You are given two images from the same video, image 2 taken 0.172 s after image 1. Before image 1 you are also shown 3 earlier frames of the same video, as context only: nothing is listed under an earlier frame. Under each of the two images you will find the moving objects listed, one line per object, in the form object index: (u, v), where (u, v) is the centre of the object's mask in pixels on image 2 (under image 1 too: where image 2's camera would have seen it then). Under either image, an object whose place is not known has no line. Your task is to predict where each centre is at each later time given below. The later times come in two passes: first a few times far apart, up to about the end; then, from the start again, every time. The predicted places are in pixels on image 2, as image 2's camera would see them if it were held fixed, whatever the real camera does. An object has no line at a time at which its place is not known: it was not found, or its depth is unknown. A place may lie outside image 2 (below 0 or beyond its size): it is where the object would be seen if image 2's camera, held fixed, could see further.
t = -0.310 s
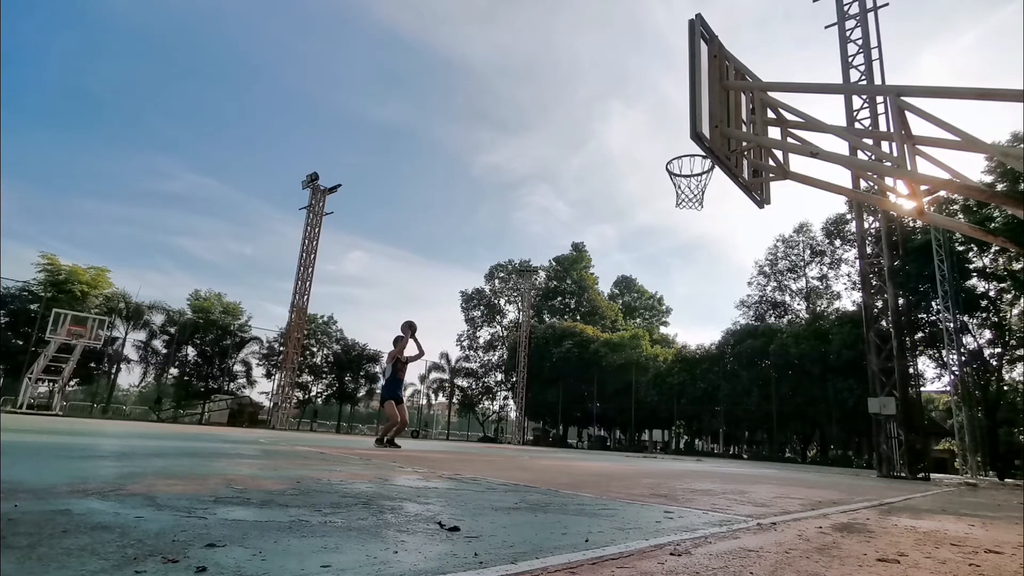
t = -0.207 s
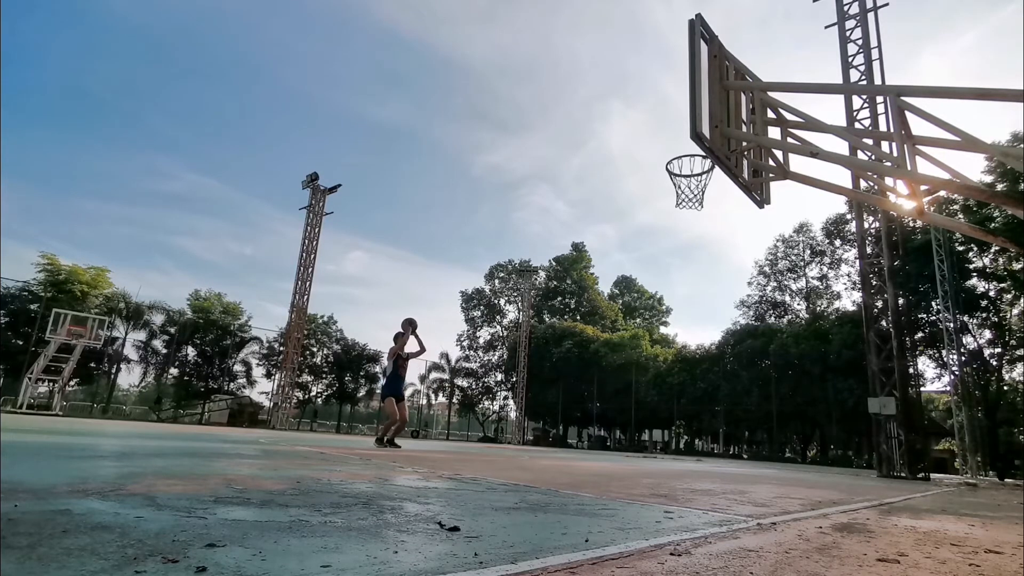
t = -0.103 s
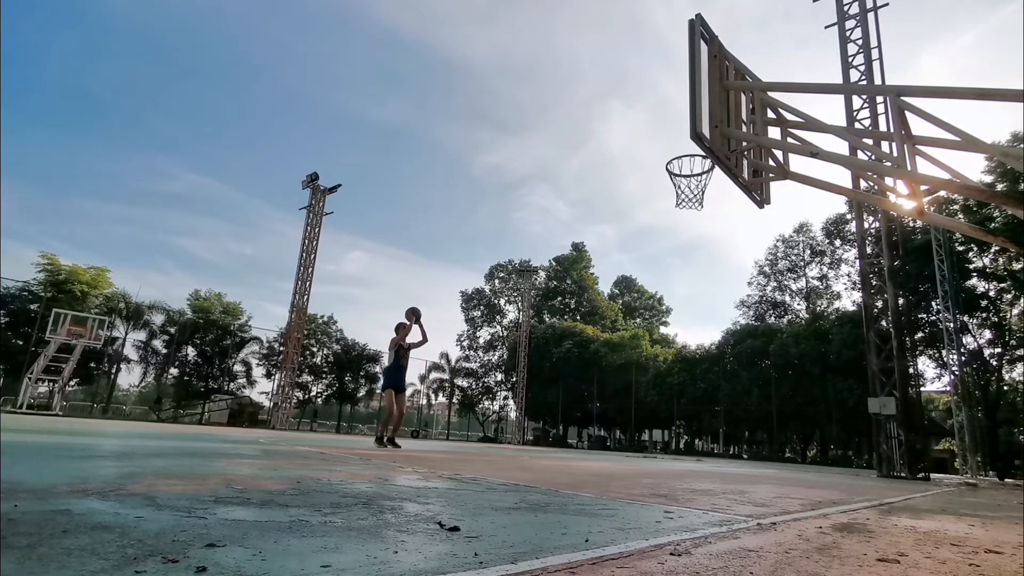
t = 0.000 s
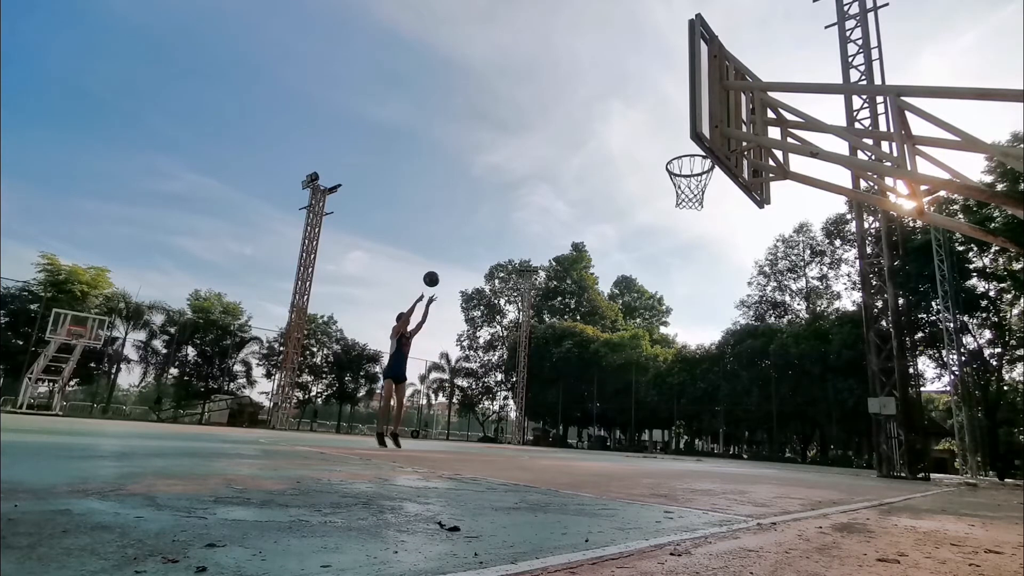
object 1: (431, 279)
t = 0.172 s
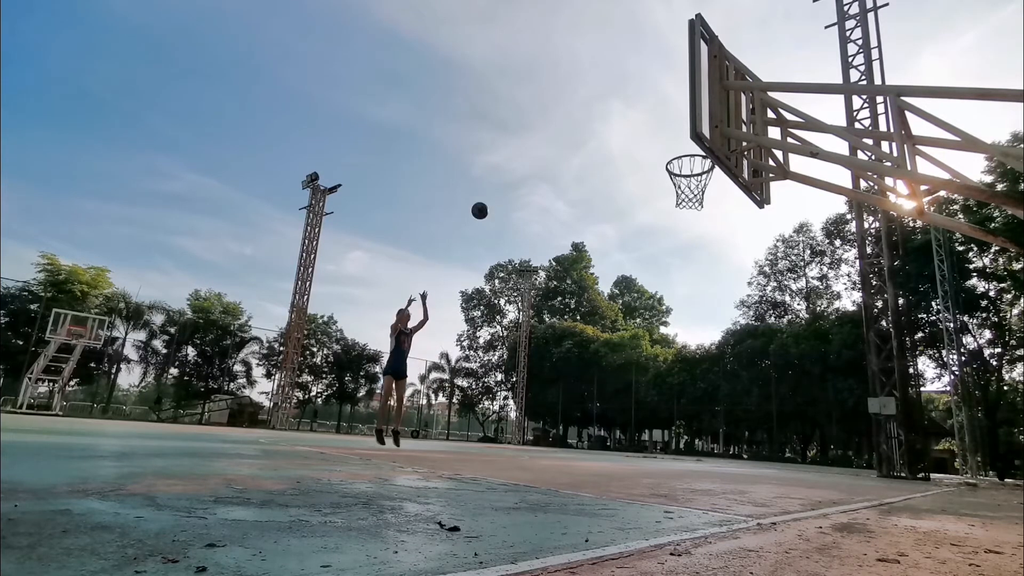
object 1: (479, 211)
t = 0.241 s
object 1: (496, 192)
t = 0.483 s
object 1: (558, 146)
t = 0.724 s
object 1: (628, 133)
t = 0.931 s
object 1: (698, 158)
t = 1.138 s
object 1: (654, 152)
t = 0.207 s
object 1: (488, 201)
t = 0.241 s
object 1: (496, 192)
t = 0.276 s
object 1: (505, 184)
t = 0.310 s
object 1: (513, 176)
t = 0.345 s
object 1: (522, 169)
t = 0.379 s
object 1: (530, 162)
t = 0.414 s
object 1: (539, 156)
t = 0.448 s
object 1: (548, 151)
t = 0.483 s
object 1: (558, 146)
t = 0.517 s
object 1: (567, 142)
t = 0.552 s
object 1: (576, 139)
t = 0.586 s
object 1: (586, 136)
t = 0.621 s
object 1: (596, 134)
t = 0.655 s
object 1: (606, 133)
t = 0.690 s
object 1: (617, 133)
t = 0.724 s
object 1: (628, 133)
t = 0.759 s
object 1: (639, 134)
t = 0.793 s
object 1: (650, 137)
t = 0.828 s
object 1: (662, 140)
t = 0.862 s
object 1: (674, 144)
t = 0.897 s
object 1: (686, 150)
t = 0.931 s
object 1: (698, 158)
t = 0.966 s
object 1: (692, 158)
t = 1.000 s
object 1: (679, 160)
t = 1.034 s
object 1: (671, 158)
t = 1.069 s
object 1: (665, 155)
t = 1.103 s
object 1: (660, 153)
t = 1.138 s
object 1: (654, 152)
